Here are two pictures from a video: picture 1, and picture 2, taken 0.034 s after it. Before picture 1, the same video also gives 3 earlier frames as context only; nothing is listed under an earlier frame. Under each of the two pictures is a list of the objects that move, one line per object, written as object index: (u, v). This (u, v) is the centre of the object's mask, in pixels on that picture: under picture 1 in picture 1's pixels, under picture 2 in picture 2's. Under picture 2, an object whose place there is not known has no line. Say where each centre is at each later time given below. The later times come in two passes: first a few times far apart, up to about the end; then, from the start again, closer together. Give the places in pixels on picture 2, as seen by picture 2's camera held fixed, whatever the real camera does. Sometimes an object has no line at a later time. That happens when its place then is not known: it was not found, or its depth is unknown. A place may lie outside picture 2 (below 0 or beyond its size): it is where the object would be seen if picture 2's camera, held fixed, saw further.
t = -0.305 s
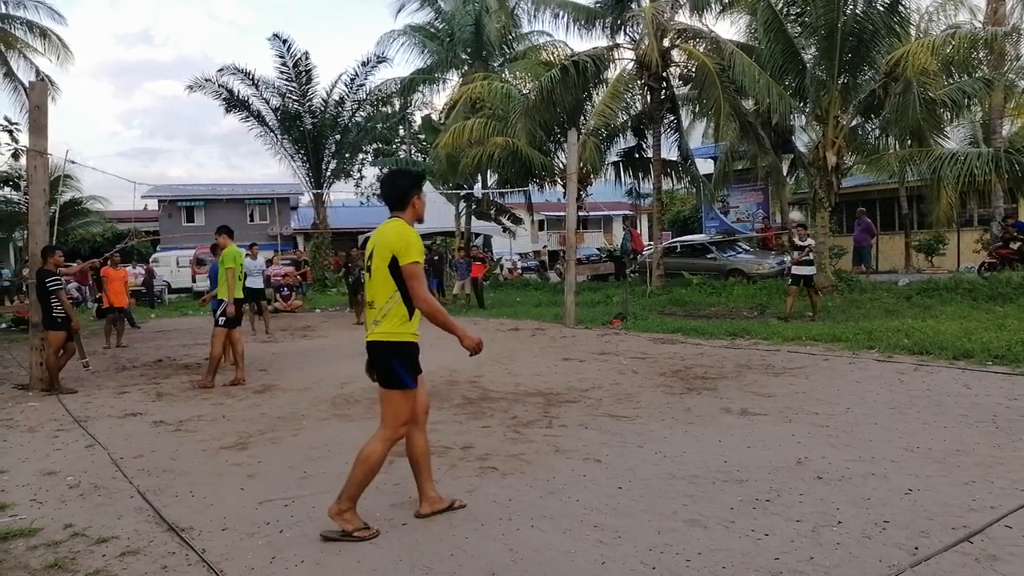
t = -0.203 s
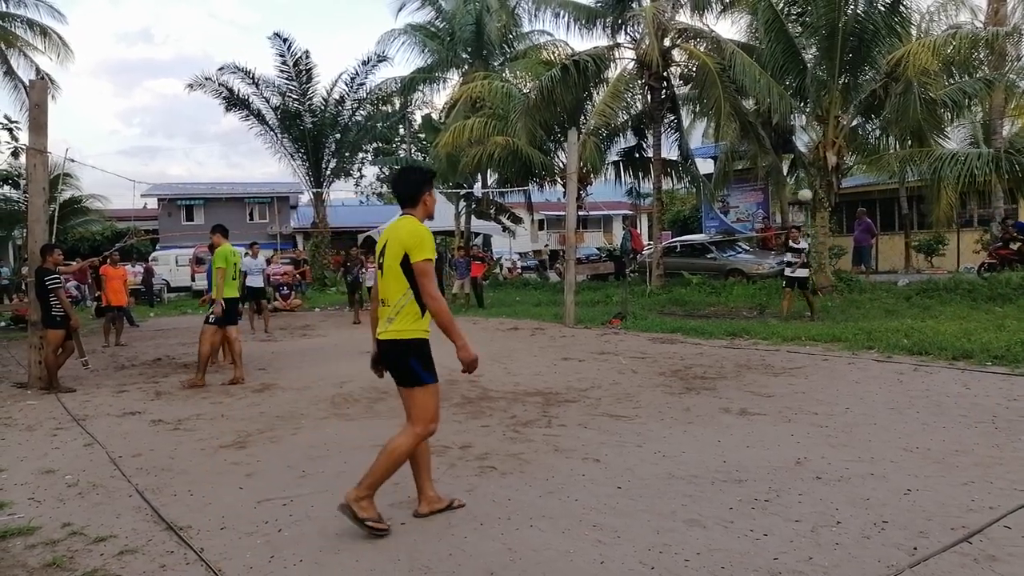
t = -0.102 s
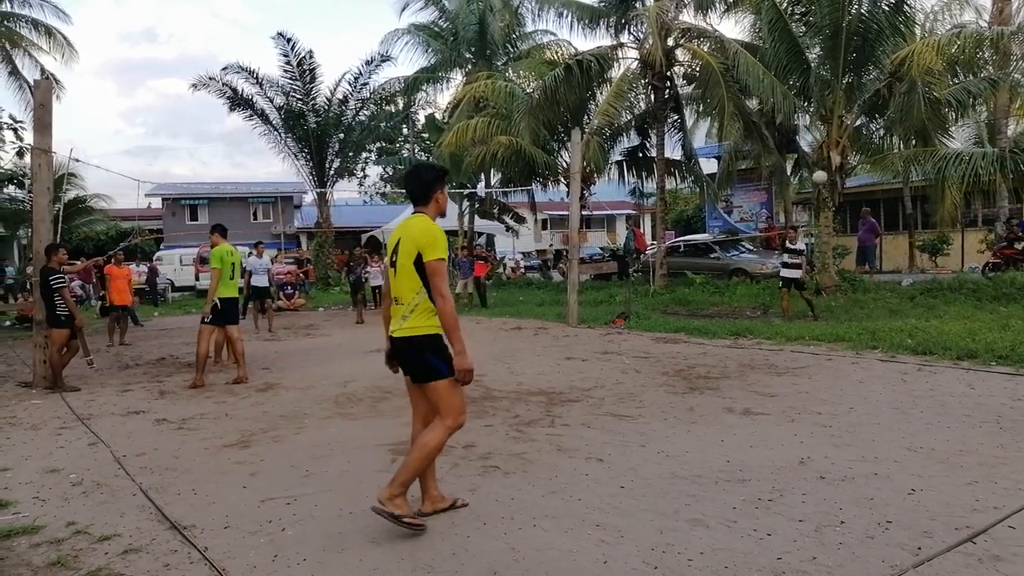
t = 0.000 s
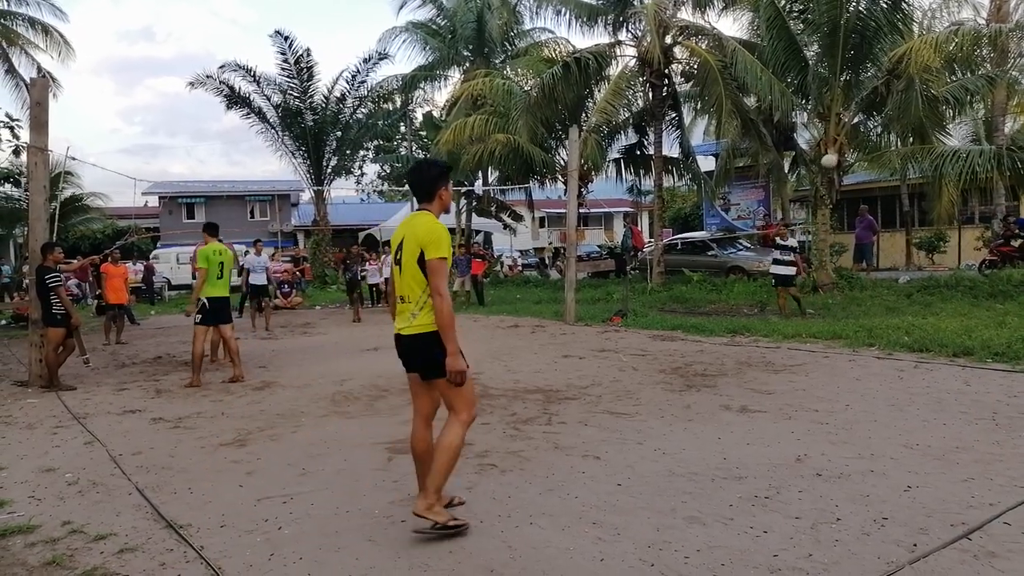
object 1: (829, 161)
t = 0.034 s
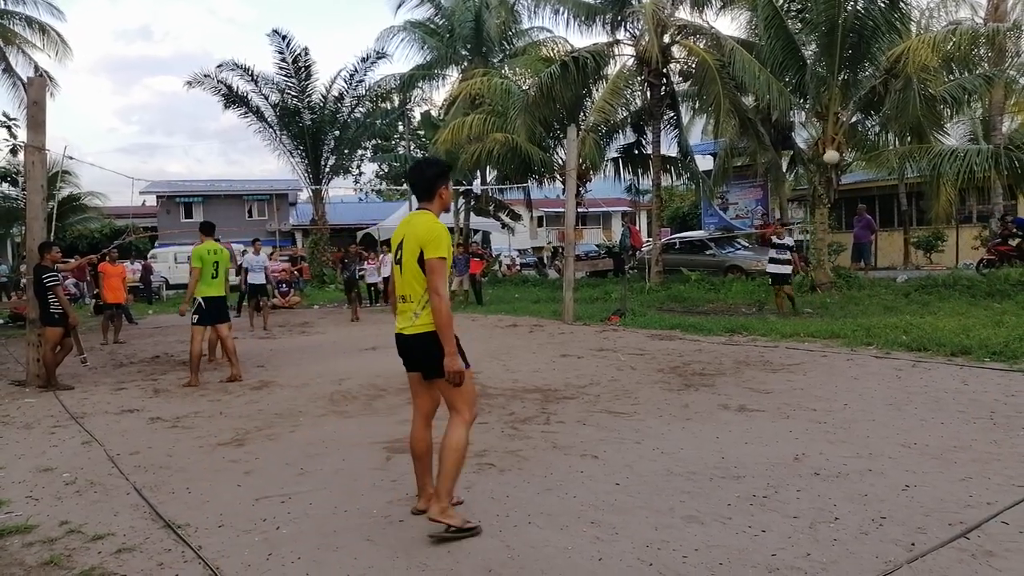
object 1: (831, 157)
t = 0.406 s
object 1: (885, 176)
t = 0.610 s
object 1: (928, 253)
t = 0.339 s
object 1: (874, 164)
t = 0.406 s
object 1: (885, 176)
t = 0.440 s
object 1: (891, 186)
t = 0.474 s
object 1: (898, 196)
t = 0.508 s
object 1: (905, 207)
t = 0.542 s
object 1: (912, 221)
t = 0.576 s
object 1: (920, 236)
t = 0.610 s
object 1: (928, 253)
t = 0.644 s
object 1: (938, 274)
